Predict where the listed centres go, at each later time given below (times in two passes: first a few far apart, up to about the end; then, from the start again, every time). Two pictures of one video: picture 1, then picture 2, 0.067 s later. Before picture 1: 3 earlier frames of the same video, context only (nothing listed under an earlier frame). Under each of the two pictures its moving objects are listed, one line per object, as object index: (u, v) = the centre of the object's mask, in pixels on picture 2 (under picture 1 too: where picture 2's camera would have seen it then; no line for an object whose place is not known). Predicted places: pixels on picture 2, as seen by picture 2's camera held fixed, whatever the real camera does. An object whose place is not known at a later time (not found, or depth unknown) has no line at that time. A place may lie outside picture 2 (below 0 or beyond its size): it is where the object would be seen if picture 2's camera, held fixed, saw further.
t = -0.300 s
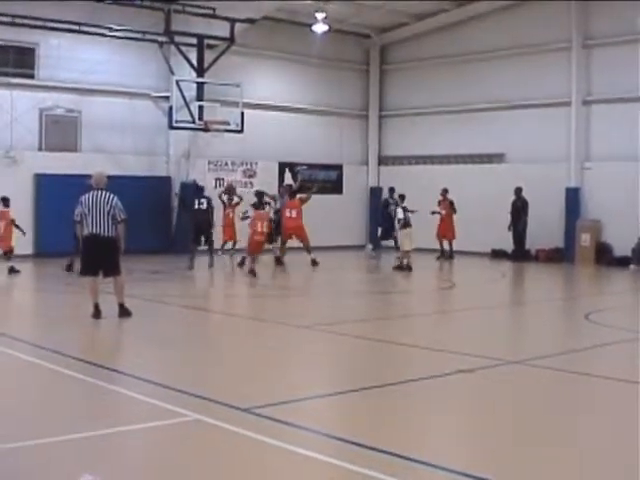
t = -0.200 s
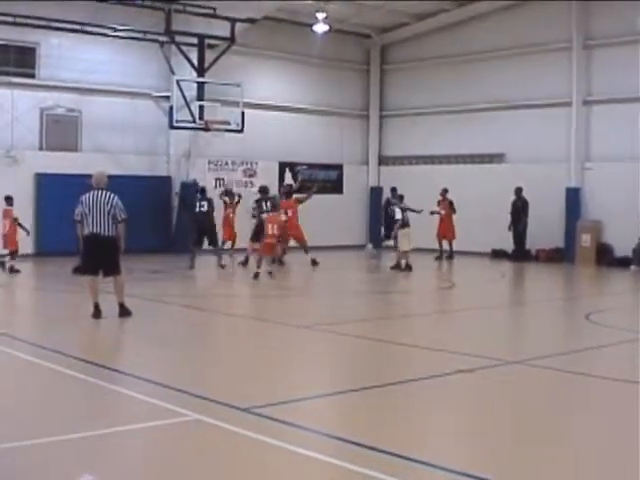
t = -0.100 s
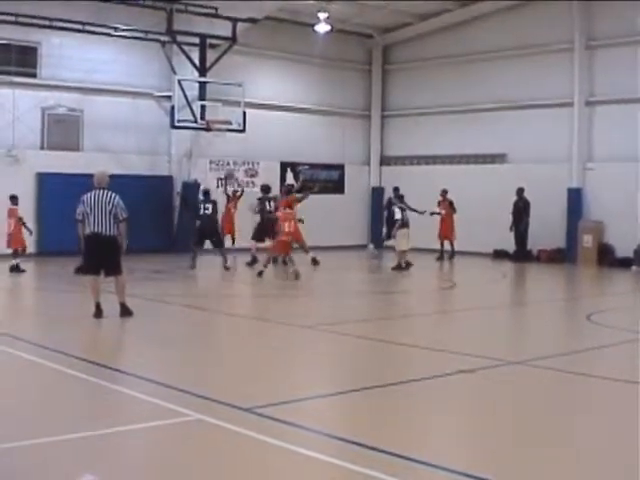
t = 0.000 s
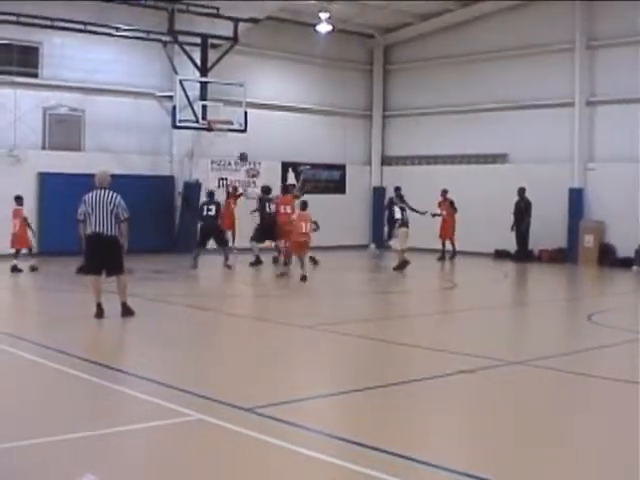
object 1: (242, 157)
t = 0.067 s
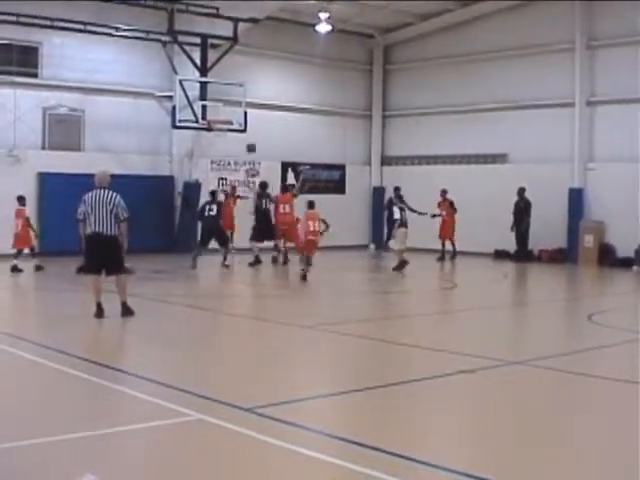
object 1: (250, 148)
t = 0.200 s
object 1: (269, 132)
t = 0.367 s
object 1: (295, 123)
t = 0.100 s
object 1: (255, 143)
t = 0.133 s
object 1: (260, 139)
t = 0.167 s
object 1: (265, 136)
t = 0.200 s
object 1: (269, 132)
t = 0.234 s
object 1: (275, 130)
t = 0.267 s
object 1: (279, 127)
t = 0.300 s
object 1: (284, 125)
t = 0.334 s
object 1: (290, 124)
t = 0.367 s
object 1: (295, 123)
